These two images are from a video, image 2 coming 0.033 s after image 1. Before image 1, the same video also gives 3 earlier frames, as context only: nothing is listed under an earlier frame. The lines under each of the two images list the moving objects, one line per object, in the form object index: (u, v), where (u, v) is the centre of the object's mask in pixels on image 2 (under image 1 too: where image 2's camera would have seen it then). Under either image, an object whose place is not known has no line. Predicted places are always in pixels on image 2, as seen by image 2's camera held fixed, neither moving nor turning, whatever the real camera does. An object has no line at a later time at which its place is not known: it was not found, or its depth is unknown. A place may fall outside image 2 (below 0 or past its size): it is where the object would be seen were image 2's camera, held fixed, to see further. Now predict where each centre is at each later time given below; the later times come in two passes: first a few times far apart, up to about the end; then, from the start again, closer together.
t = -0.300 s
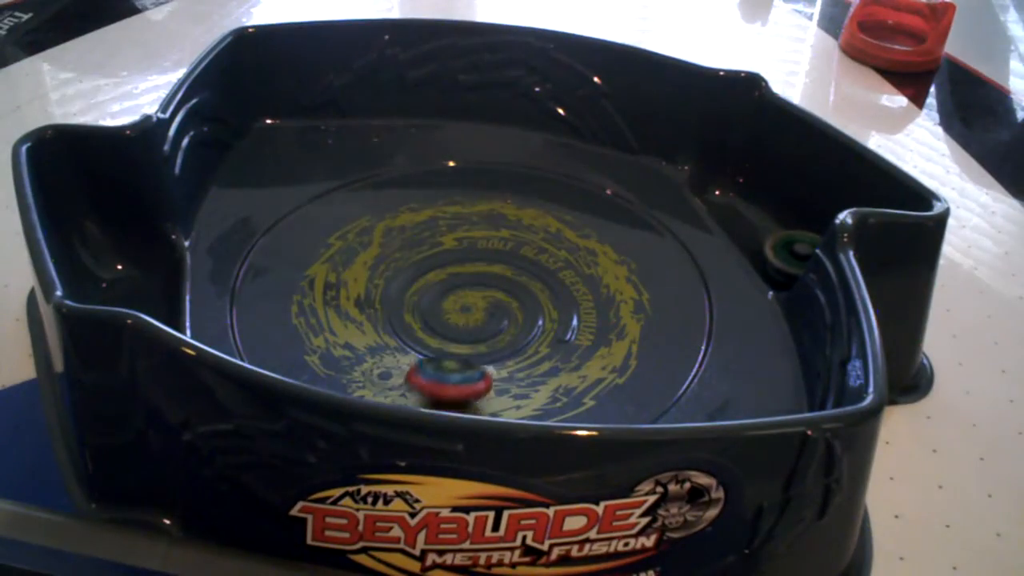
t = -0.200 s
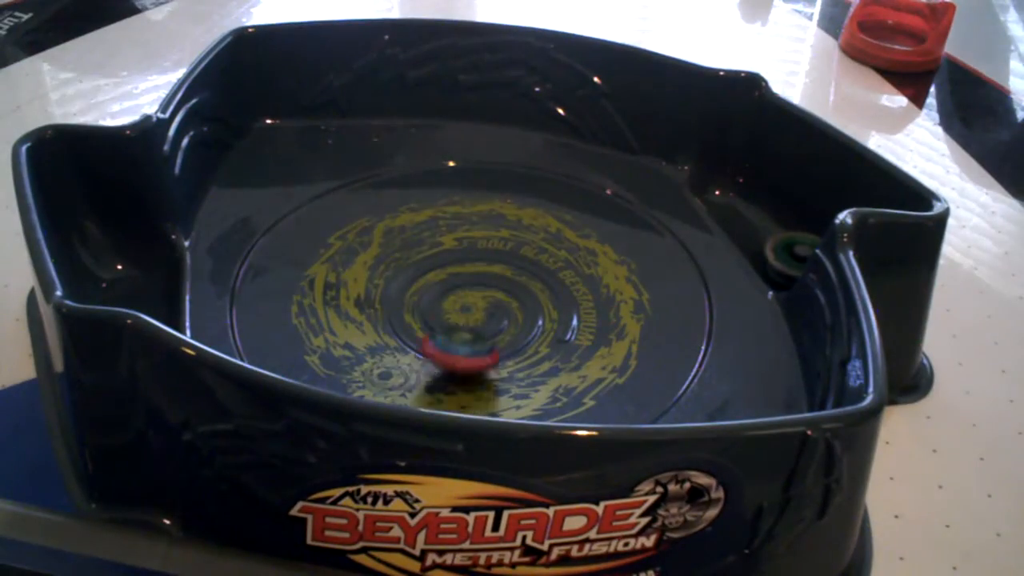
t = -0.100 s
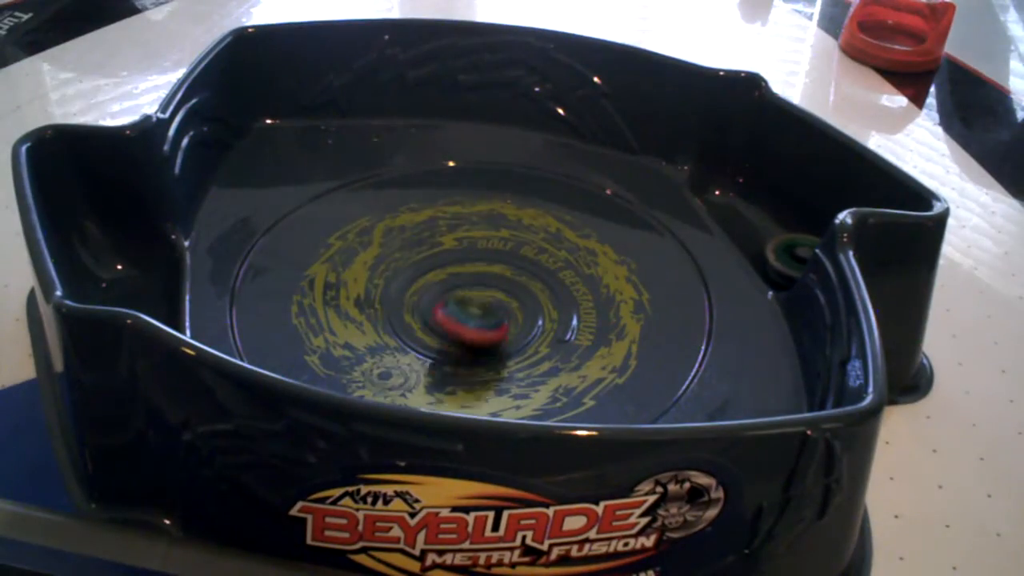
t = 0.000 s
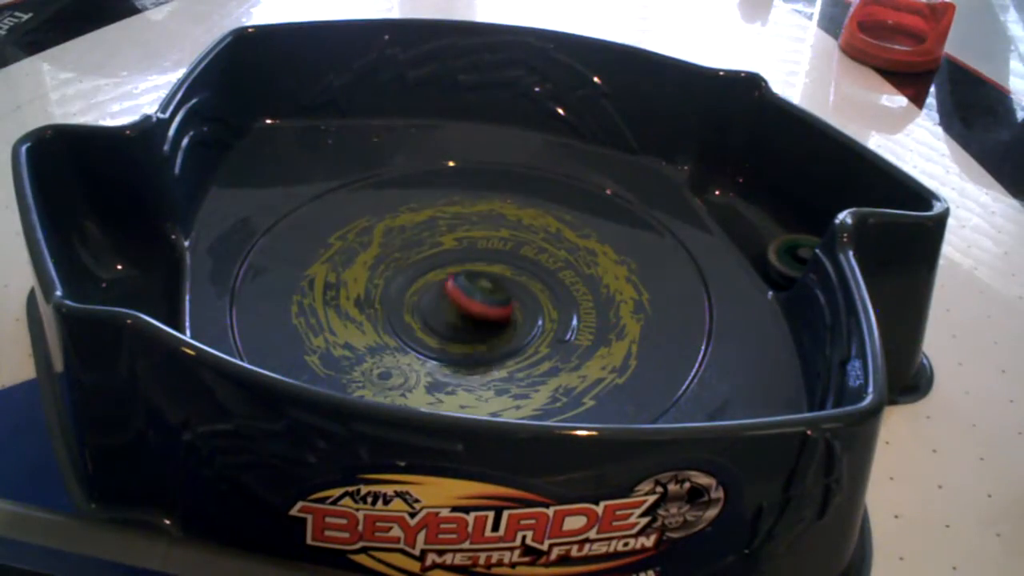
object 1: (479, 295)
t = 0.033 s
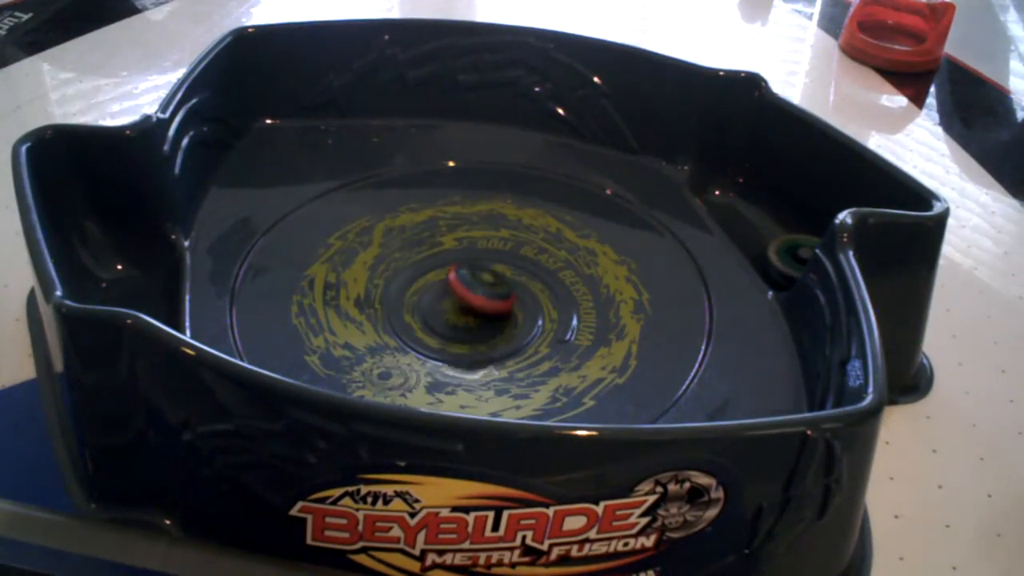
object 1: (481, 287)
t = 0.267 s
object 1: (483, 268)
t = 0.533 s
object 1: (488, 269)
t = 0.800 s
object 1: (499, 272)
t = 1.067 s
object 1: (514, 281)
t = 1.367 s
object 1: (521, 297)
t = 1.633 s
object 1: (514, 313)
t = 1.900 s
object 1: (494, 325)
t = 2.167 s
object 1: (463, 329)
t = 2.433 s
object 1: (433, 324)
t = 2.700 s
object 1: (408, 307)
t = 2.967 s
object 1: (402, 287)
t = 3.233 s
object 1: (399, 274)
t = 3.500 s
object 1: (402, 271)
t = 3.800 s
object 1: (436, 303)
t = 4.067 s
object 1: (449, 309)
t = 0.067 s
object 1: (482, 282)
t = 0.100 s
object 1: (483, 277)
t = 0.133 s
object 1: (484, 275)
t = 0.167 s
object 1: (484, 273)
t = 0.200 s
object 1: (484, 271)
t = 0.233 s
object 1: (483, 269)
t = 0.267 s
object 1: (483, 268)
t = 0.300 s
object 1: (483, 267)
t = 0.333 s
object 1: (484, 264)
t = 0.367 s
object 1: (484, 263)
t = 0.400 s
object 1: (485, 264)
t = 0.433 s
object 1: (485, 267)
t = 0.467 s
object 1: (486, 269)
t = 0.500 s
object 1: (486, 270)
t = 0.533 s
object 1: (488, 269)
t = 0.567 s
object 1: (490, 268)
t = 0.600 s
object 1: (491, 268)
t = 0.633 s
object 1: (492, 269)
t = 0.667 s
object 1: (493, 270)
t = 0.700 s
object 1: (494, 271)
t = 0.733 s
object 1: (496, 271)
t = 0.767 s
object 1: (498, 271)
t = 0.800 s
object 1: (499, 272)
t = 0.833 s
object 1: (501, 273)
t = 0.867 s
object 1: (503, 274)
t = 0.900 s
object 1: (505, 275)
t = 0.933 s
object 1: (507, 276)
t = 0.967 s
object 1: (509, 277)
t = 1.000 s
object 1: (510, 278)
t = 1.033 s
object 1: (511, 279)
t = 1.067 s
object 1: (514, 281)
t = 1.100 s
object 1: (515, 282)
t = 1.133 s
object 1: (517, 285)
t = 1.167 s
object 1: (517, 286)
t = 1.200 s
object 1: (518, 287)
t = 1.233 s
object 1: (519, 289)
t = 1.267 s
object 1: (520, 291)
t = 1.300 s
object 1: (521, 293)
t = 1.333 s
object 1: (521, 295)
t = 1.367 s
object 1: (521, 297)
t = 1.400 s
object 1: (521, 299)
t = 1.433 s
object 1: (520, 301)
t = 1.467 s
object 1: (520, 303)
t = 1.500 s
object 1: (519, 305)
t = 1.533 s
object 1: (518, 307)
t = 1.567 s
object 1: (517, 309)
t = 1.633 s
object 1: (514, 313)
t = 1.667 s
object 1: (512, 314)
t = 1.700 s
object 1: (510, 316)
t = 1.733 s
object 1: (508, 318)
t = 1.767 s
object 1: (505, 319)
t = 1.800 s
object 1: (503, 321)
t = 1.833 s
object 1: (500, 322)
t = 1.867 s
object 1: (497, 323)
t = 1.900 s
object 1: (494, 325)
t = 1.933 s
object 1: (491, 326)
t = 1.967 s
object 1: (488, 327)
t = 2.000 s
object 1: (483, 327)
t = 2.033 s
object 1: (480, 328)
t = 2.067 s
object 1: (475, 329)
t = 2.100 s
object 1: (471, 329)
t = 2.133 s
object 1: (467, 329)
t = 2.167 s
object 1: (463, 329)
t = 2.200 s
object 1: (460, 329)
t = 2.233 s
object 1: (456, 329)
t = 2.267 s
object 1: (452, 329)
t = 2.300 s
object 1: (448, 328)
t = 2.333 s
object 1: (444, 328)
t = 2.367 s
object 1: (440, 327)
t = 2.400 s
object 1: (437, 326)
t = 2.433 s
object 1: (433, 324)
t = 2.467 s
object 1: (429, 323)
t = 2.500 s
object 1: (424, 321)
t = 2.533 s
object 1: (421, 319)
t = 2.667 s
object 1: (411, 310)
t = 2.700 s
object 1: (408, 307)
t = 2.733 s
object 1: (407, 305)
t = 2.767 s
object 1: (406, 302)
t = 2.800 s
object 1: (405, 300)
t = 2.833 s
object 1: (404, 297)
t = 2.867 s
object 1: (402, 294)
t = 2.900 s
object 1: (402, 292)
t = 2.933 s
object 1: (402, 290)
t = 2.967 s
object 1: (402, 287)
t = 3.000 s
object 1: (403, 286)
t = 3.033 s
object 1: (402, 284)
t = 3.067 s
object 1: (402, 283)
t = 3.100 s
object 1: (401, 281)
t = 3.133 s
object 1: (401, 279)
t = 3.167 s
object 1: (401, 276)
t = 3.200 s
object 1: (401, 275)
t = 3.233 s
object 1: (399, 274)
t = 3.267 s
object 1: (399, 273)
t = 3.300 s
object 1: (400, 272)
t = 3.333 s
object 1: (400, 271)
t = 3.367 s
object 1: (400, 271)
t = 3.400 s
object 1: (400, 271)
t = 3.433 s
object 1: (400, 270)
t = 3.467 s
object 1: (400, 270)
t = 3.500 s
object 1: (402, 271)
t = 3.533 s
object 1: (405, 273)
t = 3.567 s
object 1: (408, 275)
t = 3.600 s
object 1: (415, 282)
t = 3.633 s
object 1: (421, 287)
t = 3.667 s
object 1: (426, 291)
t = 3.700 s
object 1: (428, 294)
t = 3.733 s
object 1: (431, 297)
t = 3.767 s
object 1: (435, 301)
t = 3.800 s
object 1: (436, 303)
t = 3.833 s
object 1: (437, 305)
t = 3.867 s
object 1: (434, 309)
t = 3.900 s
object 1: (434, 311)
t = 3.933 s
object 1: (436, 311)
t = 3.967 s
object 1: (441, 311)
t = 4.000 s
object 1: (445, 310)
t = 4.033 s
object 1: (448, 309)
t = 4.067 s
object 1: (449, 309)
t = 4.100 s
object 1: (449, 310)
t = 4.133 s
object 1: (449, 310)
